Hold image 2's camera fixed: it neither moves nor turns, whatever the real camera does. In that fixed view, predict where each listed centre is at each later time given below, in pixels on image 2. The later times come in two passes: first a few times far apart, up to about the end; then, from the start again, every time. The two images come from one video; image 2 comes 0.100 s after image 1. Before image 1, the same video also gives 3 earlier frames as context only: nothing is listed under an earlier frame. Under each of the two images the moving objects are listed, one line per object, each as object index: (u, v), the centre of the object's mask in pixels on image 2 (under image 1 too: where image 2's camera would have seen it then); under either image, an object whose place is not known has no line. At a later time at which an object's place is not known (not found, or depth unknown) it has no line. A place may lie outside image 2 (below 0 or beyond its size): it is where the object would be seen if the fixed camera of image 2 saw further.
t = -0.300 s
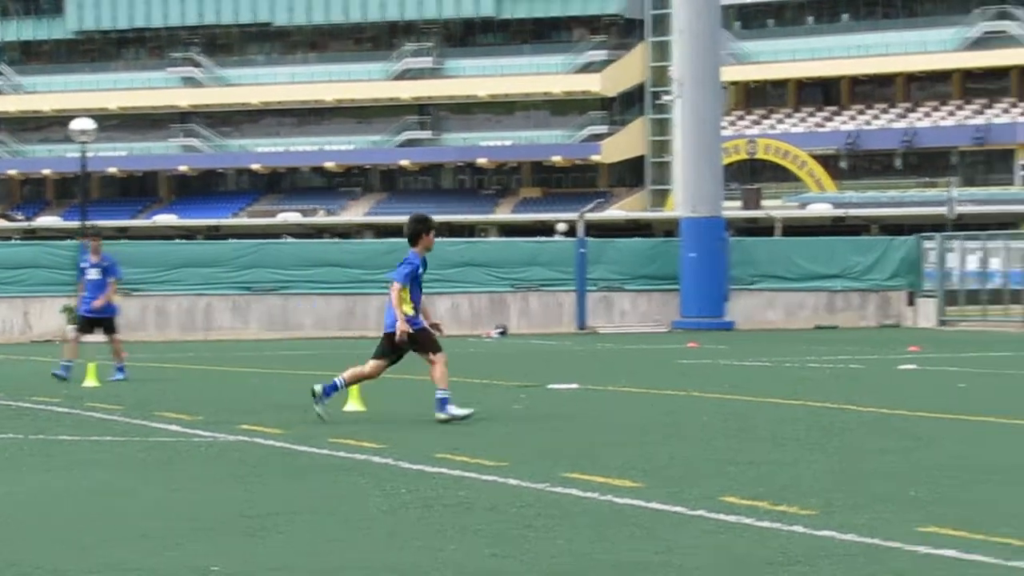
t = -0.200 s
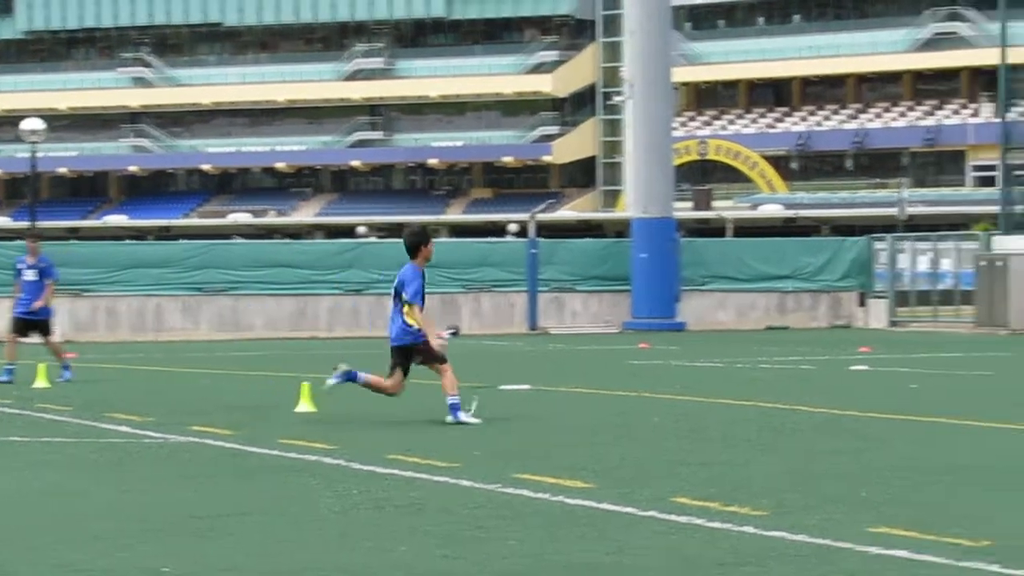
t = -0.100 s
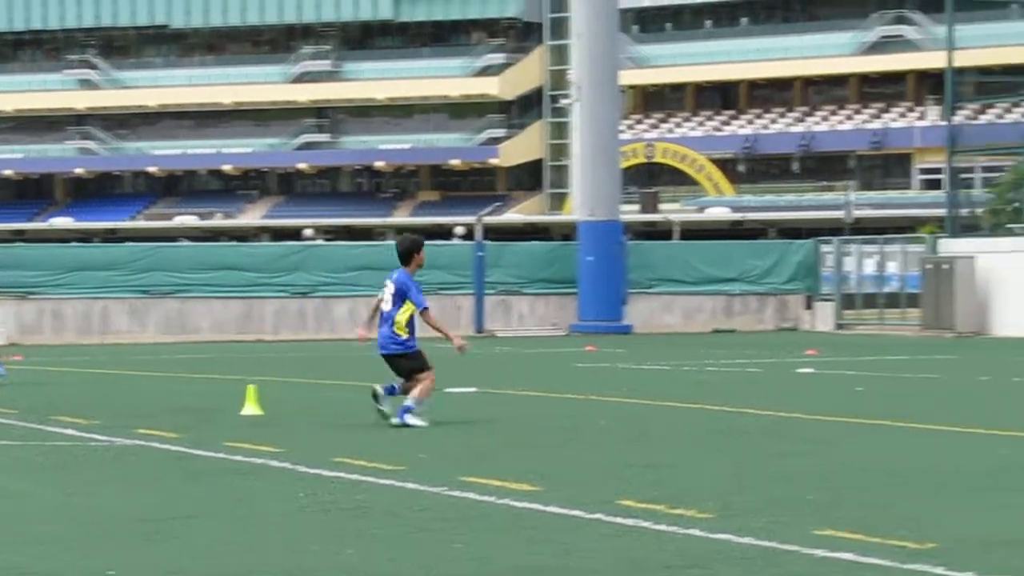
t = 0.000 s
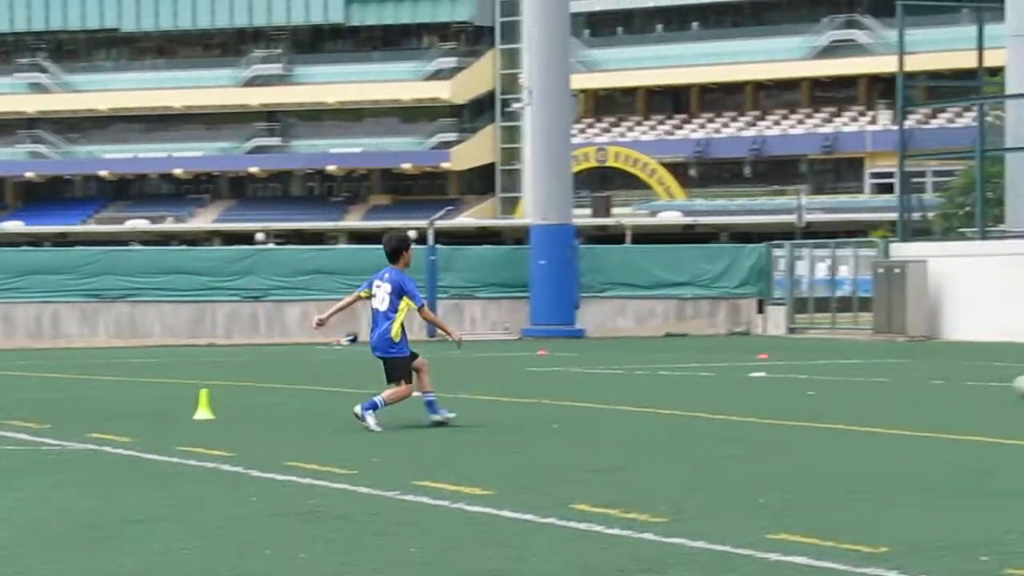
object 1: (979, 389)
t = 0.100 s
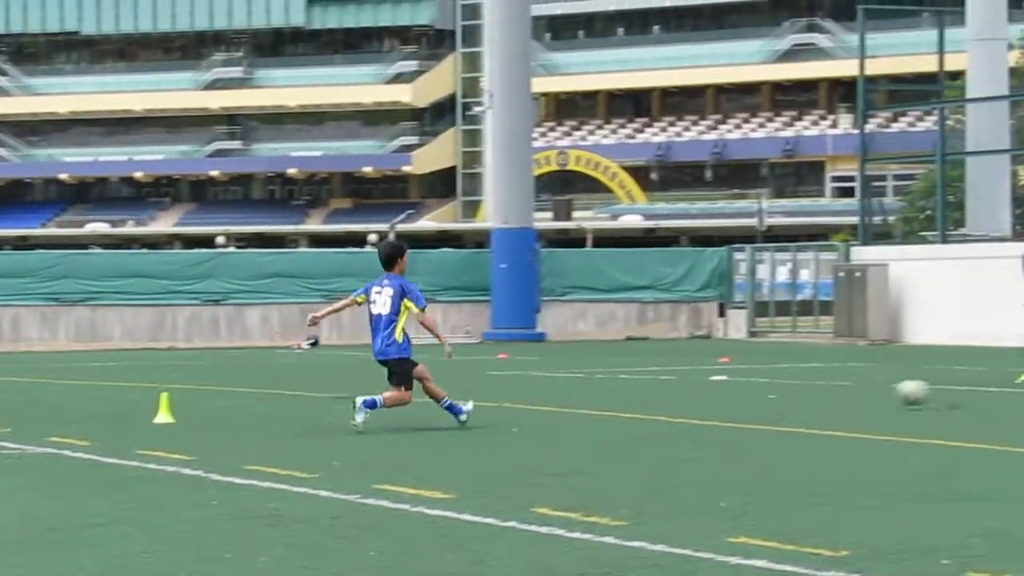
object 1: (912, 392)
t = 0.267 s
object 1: (781, 401)
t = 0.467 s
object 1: (619, 406)
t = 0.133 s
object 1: (886, 392)
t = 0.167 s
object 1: (860, 392)
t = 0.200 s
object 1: (834, 394)
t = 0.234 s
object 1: (809, 399)
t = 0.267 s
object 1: (781, 401)
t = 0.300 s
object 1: (754, 399)
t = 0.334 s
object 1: (728, 399)
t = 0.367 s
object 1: (700, 400)
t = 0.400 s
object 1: (674, 404)
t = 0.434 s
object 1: (646, 405)
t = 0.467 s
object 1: (619, 406)
